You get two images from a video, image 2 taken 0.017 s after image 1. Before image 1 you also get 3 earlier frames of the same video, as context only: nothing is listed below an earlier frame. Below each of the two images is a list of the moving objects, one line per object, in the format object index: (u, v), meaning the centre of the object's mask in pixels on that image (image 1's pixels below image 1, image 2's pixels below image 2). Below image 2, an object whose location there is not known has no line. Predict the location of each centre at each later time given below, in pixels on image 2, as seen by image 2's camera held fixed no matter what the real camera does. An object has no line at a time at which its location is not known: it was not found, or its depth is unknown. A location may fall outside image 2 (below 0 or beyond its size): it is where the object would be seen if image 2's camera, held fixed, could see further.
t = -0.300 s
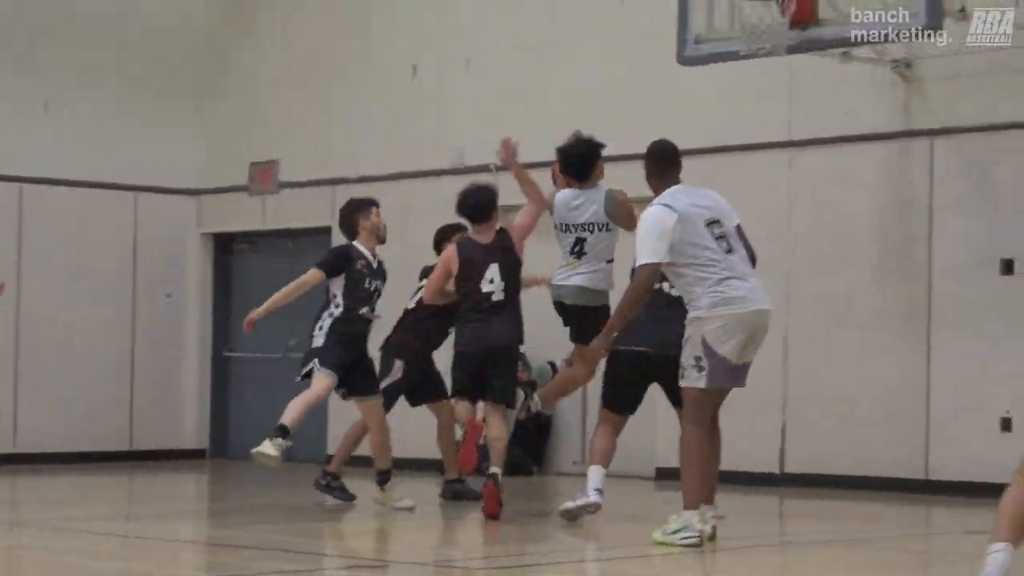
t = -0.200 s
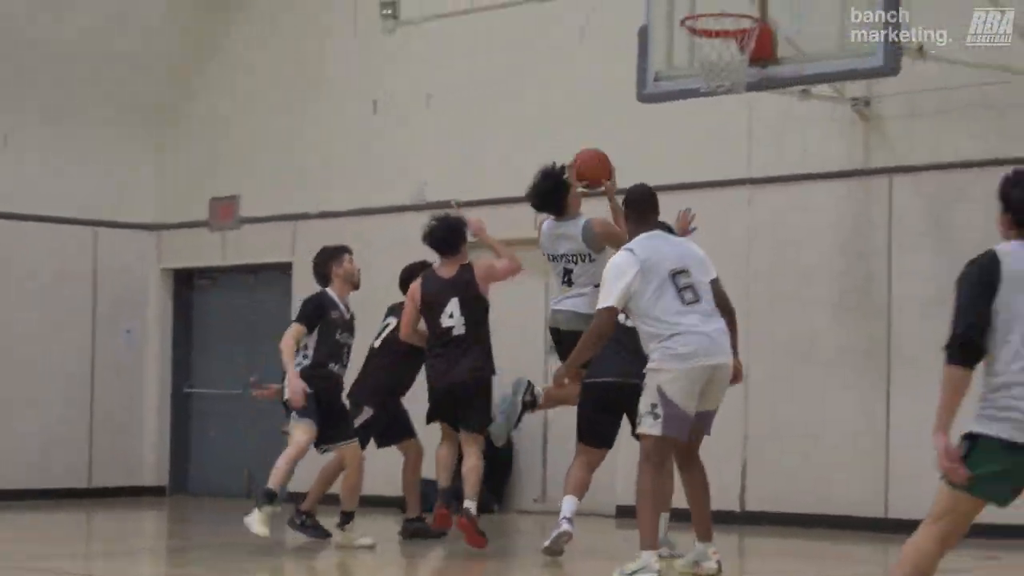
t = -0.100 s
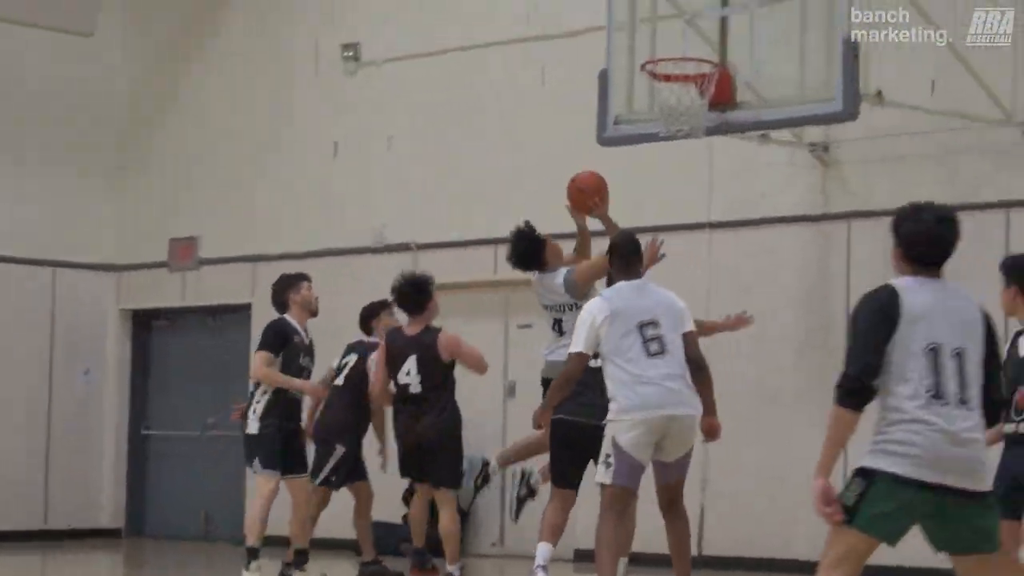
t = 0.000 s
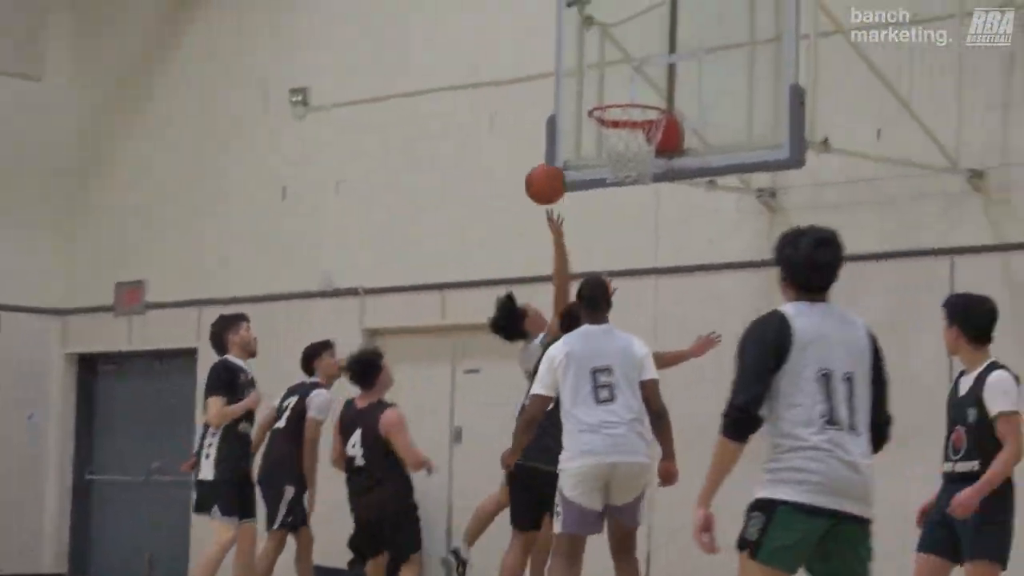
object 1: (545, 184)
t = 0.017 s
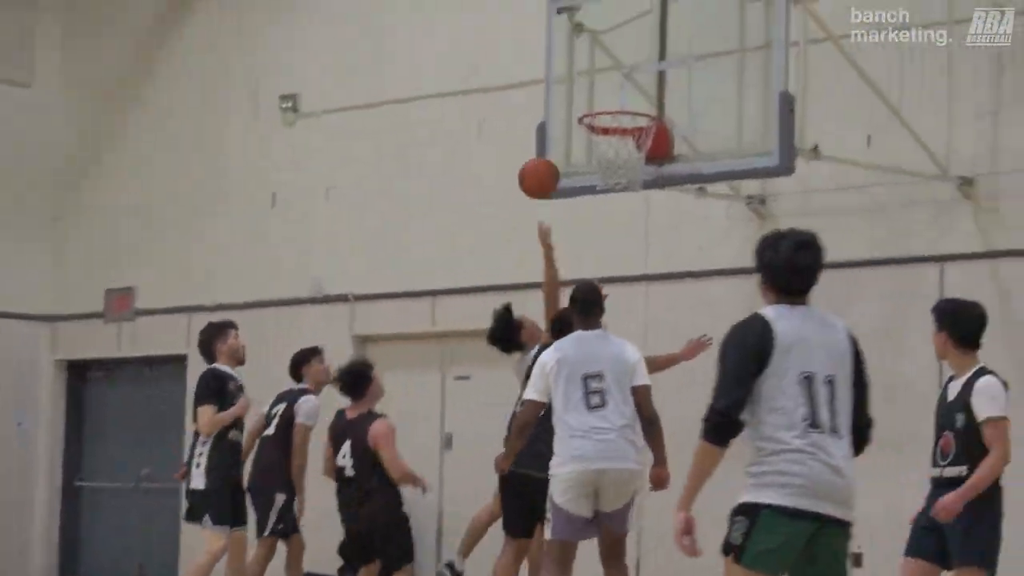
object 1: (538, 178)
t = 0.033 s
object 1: (542, 166)
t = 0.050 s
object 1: (545, 154)
